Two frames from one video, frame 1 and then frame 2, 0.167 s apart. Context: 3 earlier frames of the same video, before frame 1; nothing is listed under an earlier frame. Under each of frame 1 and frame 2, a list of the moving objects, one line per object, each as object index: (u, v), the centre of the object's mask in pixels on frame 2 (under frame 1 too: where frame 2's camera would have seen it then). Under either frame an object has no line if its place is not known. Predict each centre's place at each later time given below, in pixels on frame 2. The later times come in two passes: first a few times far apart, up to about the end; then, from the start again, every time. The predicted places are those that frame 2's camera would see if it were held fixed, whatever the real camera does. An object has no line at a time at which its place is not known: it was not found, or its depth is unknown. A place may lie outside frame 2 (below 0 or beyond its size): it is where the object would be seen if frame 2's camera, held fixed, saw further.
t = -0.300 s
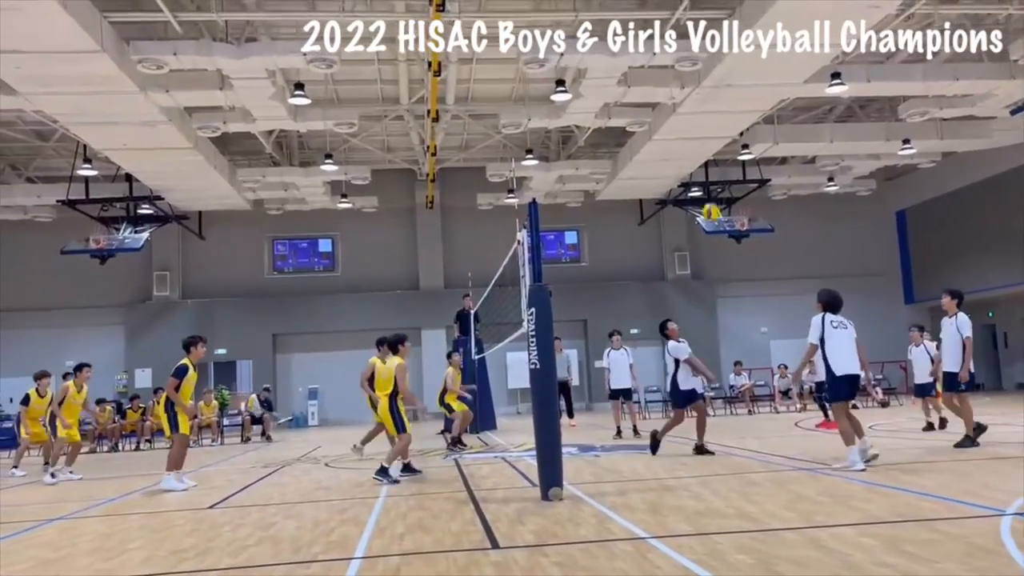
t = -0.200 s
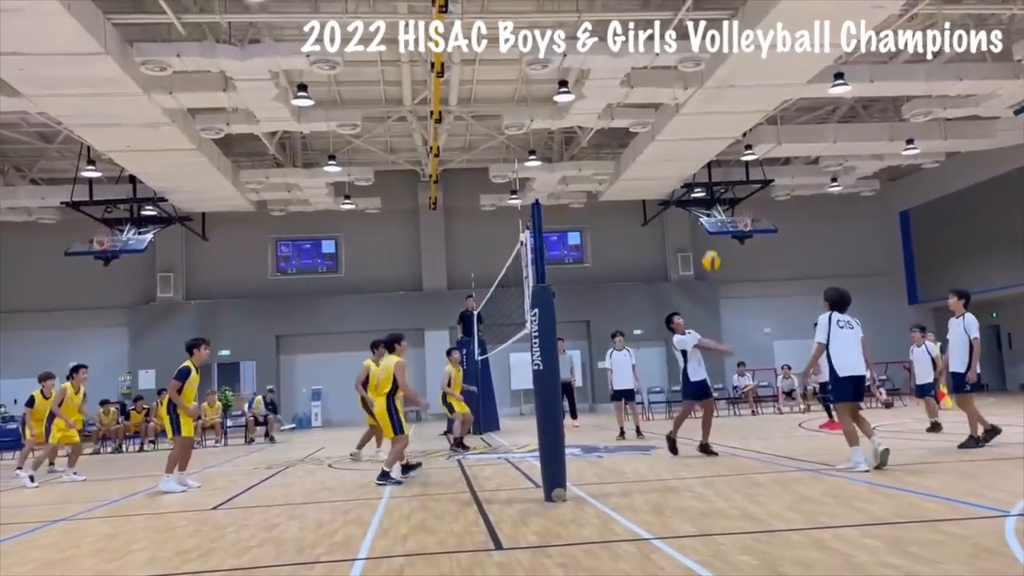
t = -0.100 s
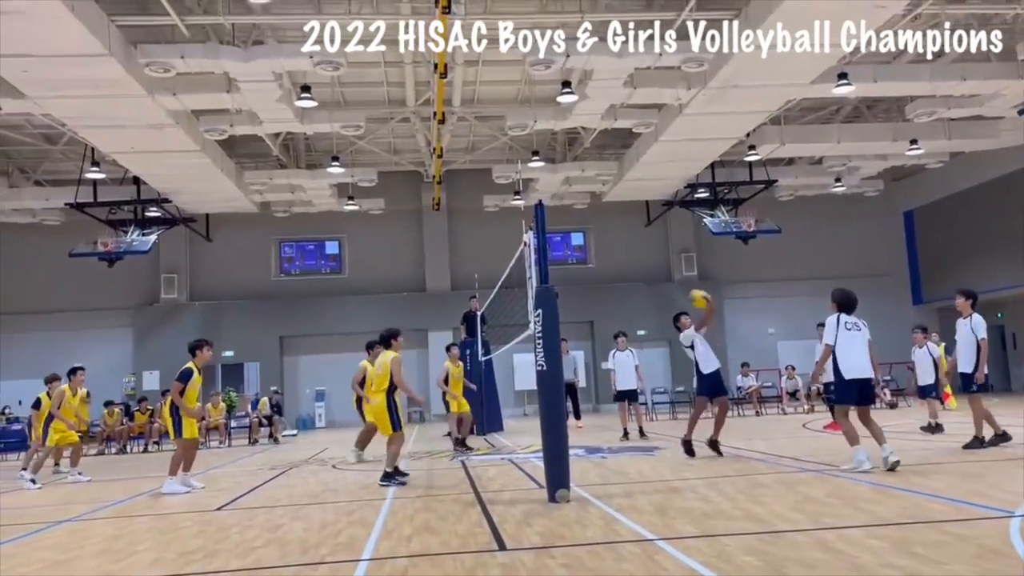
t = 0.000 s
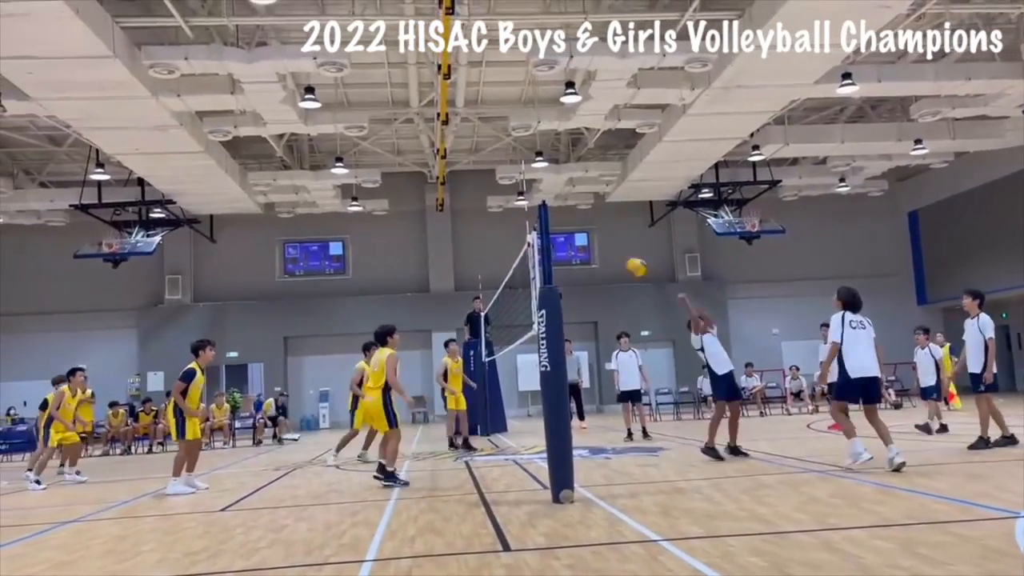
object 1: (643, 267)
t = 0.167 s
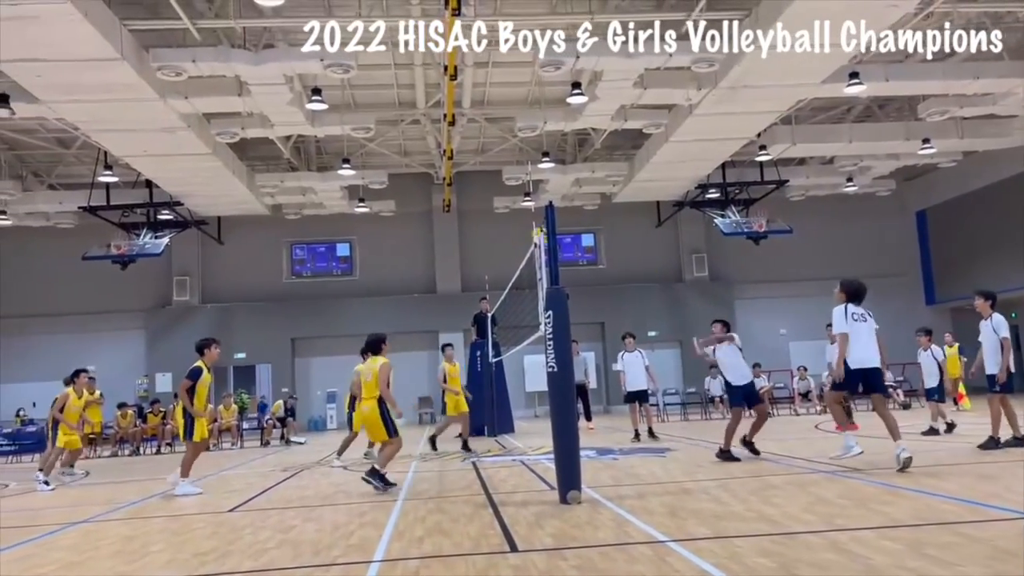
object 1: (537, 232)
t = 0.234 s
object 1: (501, 230)
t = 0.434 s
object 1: (395, 234)
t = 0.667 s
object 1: (284, 276)
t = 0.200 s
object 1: (520, 232)
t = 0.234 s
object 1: (501, 230)
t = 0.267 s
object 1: (484, 229)
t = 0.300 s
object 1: (465, 228)
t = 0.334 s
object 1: (446, 228)
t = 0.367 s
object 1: (429, 229)
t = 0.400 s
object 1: (412, 232)
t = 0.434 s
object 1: (395, 234)
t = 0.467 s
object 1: (378, 236)
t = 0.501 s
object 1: (362, 242)
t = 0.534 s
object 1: (346, 247)
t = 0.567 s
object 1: (330, 254)
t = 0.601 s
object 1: (314, 261)
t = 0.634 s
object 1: (299, 268)
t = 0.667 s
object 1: (284, 276)
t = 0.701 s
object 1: (270, 286)
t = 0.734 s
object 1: (253, 296)
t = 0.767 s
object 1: (239, 306)
